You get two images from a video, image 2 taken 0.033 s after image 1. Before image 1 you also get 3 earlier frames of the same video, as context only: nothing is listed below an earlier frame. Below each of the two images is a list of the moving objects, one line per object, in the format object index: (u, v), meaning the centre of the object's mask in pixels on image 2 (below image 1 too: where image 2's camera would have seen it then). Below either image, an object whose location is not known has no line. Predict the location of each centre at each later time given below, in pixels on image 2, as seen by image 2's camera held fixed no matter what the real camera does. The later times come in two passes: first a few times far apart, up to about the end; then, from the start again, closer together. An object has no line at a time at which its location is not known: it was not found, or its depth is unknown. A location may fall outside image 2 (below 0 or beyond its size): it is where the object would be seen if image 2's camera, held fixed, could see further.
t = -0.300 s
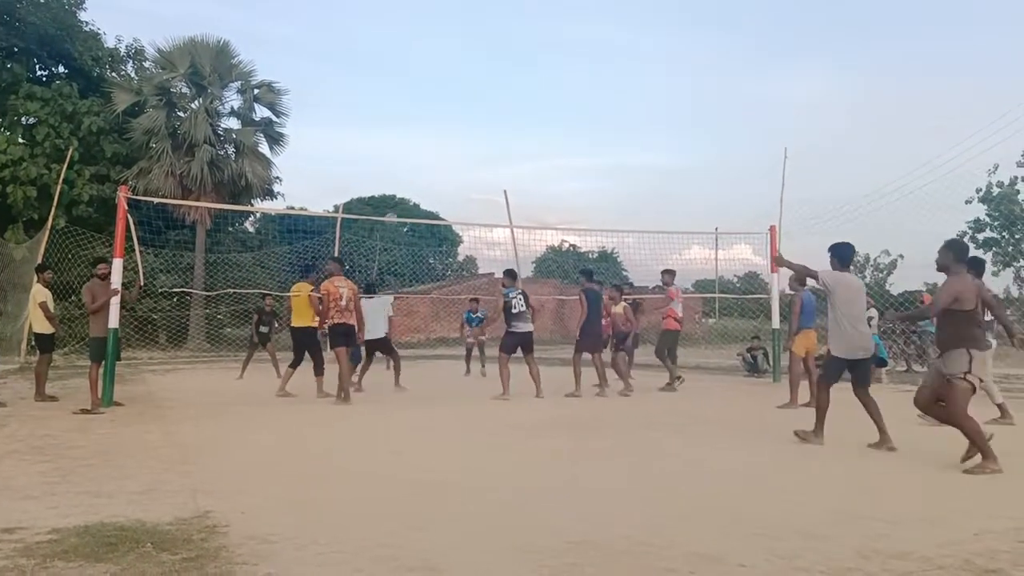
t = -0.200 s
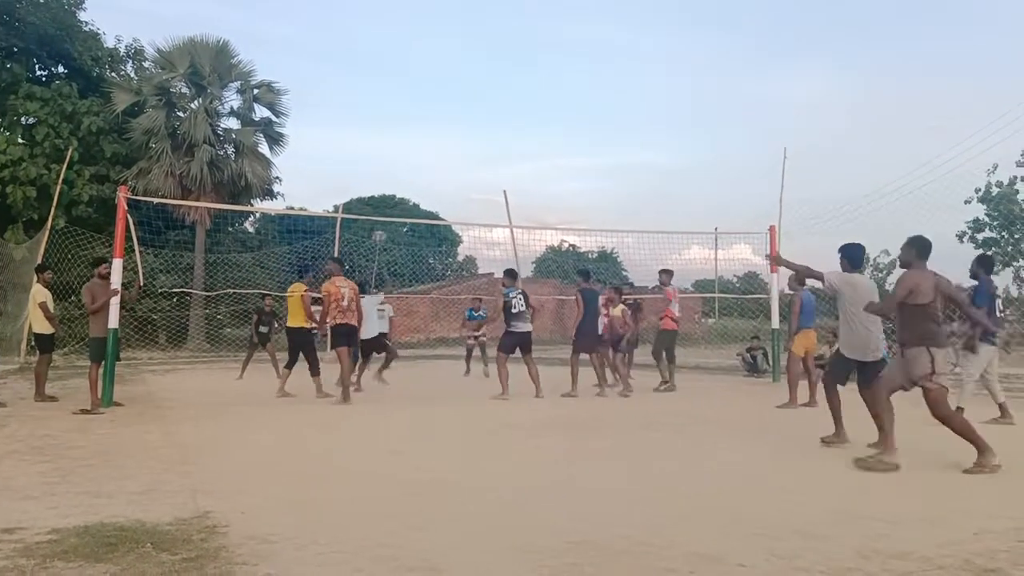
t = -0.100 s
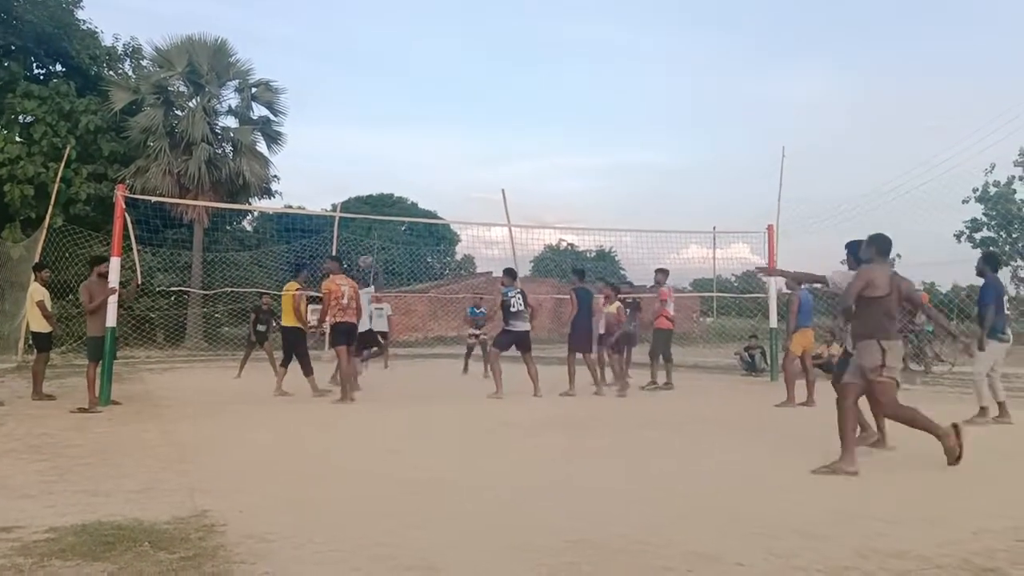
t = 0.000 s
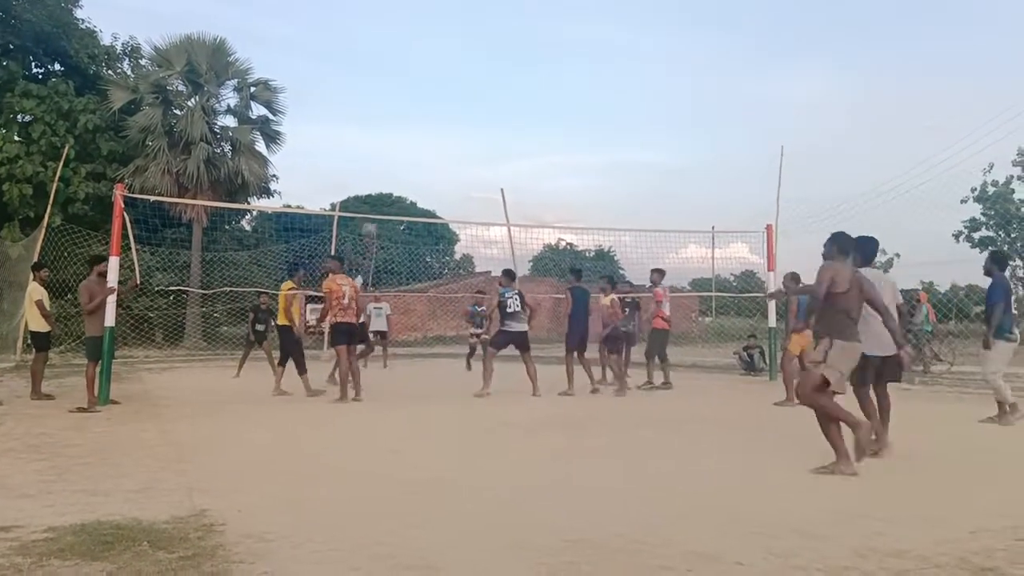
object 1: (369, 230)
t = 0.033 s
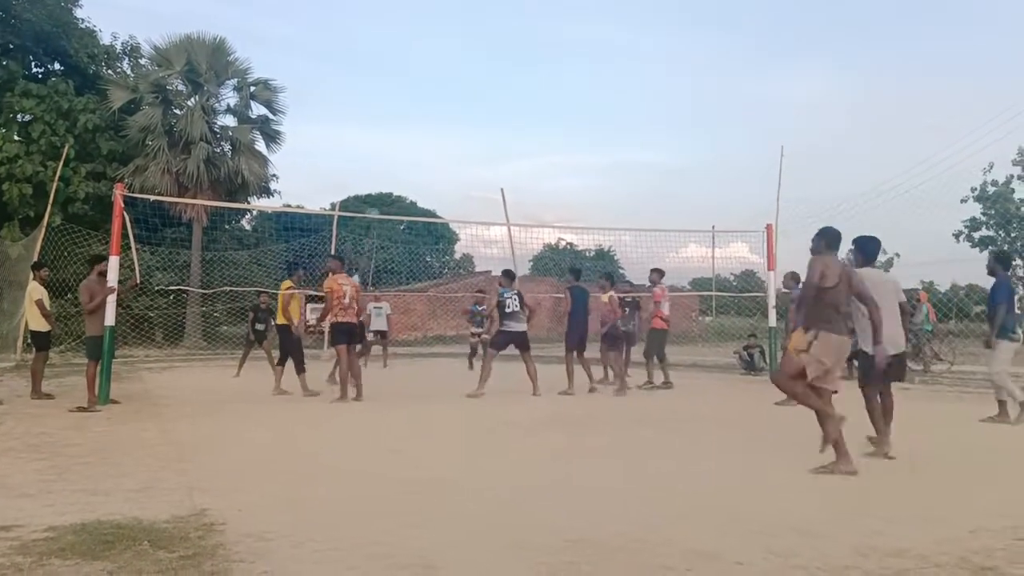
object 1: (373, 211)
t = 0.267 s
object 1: (397, 142)
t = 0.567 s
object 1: (428, 102)
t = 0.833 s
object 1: (454, 114)
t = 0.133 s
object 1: (383, 179)
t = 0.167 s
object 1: (387, 168)
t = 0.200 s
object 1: (390, 158)
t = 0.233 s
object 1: (394, 150)
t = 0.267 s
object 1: (397, 142)
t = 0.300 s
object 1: (401, 134)
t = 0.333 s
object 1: (405, 128)
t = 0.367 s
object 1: (408, 122)
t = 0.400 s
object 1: (412, 117)
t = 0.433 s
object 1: (415, 112)
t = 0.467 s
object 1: (418, 109)
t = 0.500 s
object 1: (422, 106)
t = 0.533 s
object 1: (425, 104)
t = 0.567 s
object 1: (428, 102)
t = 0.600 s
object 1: (432, 101)
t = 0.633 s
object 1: (435, 101)
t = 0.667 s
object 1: (438, 102)
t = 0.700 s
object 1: (441, 103)
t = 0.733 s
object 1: (445, 105)
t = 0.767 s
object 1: (448, 107)
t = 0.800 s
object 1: (451, 111)
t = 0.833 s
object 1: (454, 114)
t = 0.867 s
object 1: (457, 119)
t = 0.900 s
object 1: (460, 124)
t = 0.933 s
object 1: (463, 131)
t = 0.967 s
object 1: (466, 137)
